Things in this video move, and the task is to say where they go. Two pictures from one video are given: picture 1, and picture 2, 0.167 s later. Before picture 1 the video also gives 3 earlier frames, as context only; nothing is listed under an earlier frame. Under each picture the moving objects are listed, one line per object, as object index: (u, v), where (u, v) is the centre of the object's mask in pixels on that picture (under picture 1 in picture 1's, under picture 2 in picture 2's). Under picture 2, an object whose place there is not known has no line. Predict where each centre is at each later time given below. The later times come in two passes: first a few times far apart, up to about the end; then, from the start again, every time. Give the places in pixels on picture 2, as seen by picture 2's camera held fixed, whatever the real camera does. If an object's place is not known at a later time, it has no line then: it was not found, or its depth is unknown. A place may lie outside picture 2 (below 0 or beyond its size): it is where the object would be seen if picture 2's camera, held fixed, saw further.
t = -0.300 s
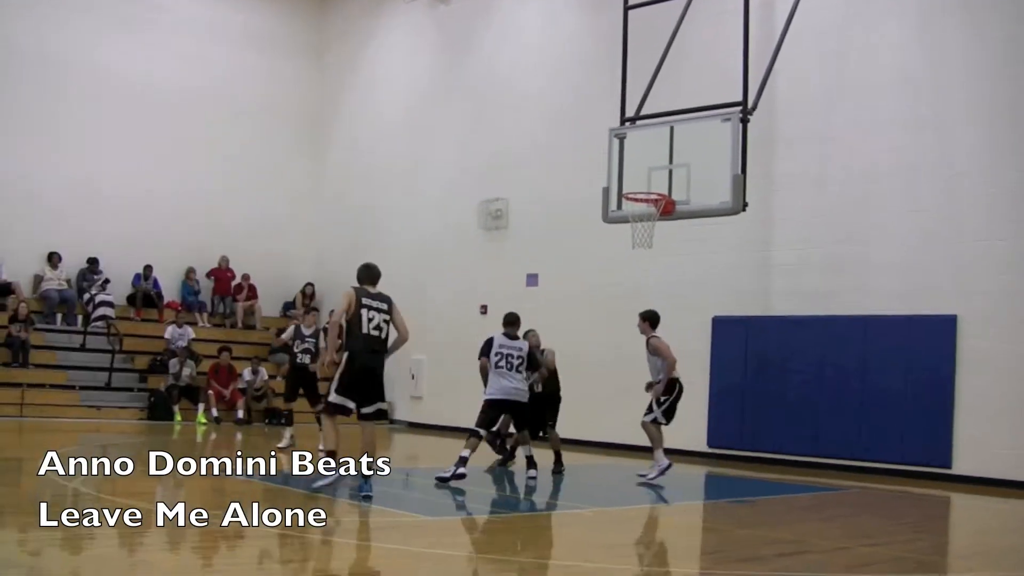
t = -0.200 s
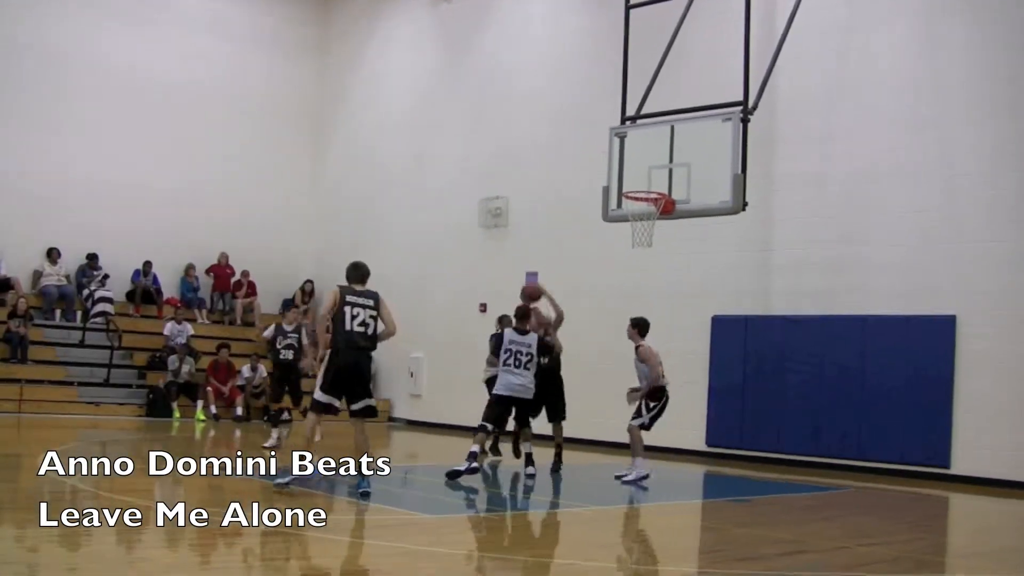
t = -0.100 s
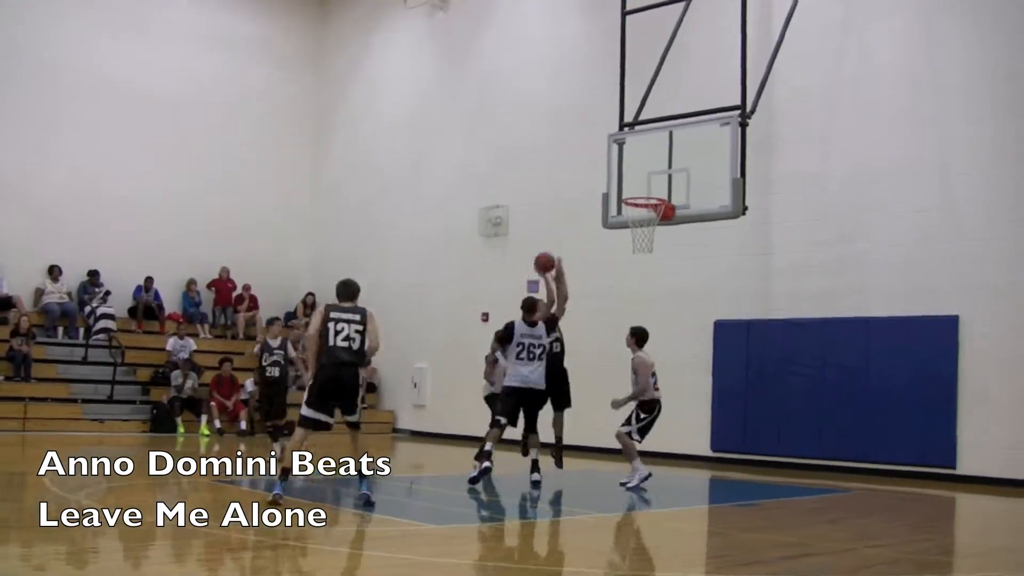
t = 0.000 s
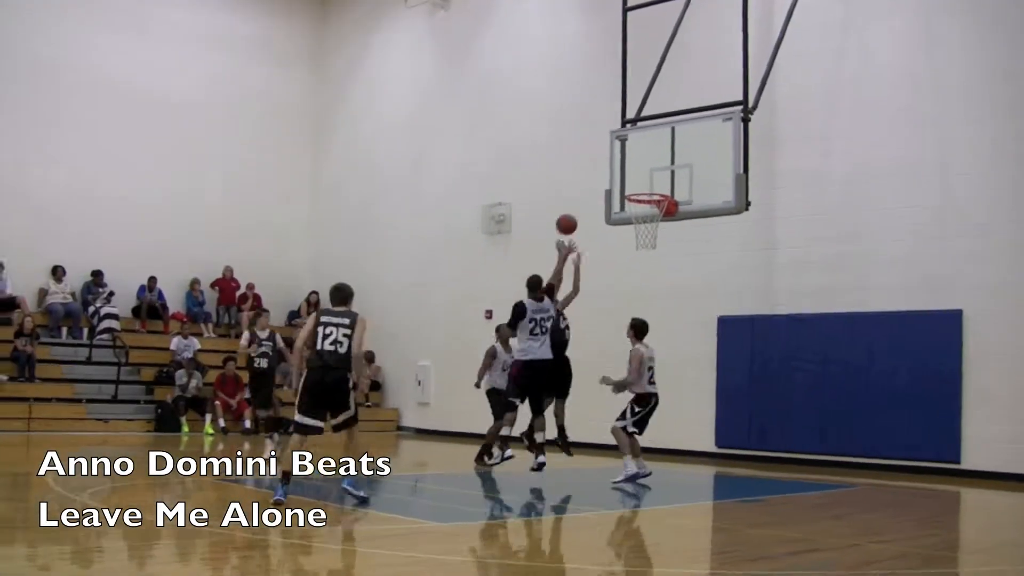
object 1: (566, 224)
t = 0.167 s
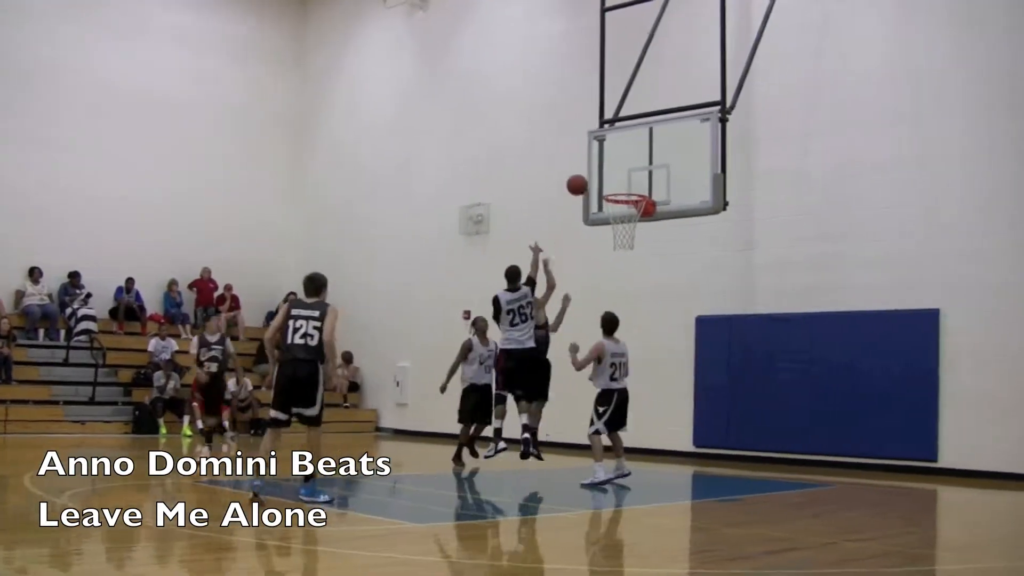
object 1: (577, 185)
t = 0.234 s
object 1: (589, 176)
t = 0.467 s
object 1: (622, 173)
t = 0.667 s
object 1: (622, 210)
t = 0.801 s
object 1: (620, 237)
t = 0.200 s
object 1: (583, 180)
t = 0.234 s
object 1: (589, 176)
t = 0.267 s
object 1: (596, 172)
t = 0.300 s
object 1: (602, 171)
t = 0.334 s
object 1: (609, 169)
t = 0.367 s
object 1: (614, 169)
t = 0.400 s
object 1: (621, 169)
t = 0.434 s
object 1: (622, 171)
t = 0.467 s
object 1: (622, 173)
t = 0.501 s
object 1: (622, 176)
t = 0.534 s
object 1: (623, 181)
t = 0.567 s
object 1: (622, 186)
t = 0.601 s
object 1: (622, 192)
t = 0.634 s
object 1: (622, 199)
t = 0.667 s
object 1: (622, 210)
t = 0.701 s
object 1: (622, 217)
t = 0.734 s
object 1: (621, 228)
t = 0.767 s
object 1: (621, 232)
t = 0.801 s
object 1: (620, 237)
